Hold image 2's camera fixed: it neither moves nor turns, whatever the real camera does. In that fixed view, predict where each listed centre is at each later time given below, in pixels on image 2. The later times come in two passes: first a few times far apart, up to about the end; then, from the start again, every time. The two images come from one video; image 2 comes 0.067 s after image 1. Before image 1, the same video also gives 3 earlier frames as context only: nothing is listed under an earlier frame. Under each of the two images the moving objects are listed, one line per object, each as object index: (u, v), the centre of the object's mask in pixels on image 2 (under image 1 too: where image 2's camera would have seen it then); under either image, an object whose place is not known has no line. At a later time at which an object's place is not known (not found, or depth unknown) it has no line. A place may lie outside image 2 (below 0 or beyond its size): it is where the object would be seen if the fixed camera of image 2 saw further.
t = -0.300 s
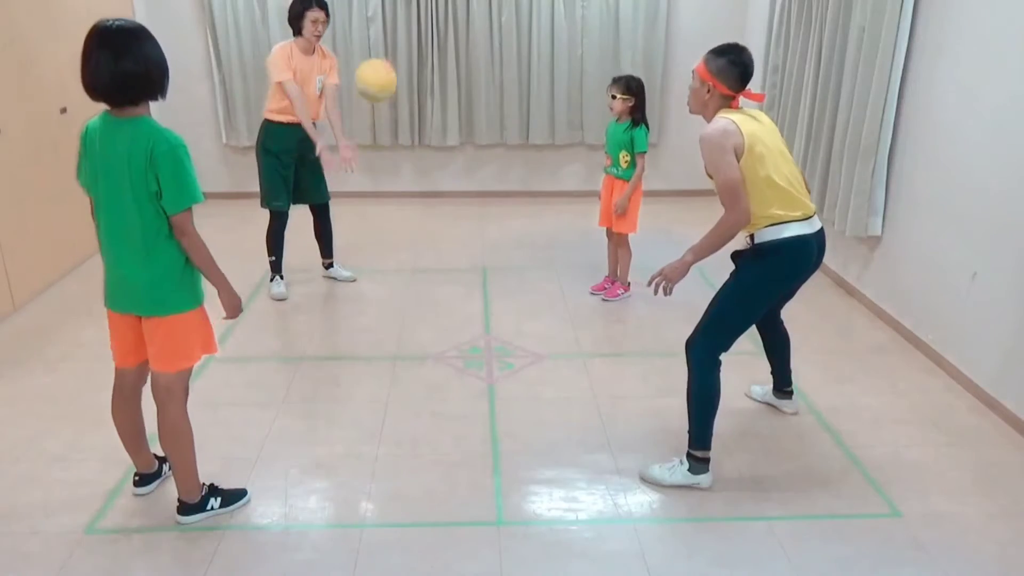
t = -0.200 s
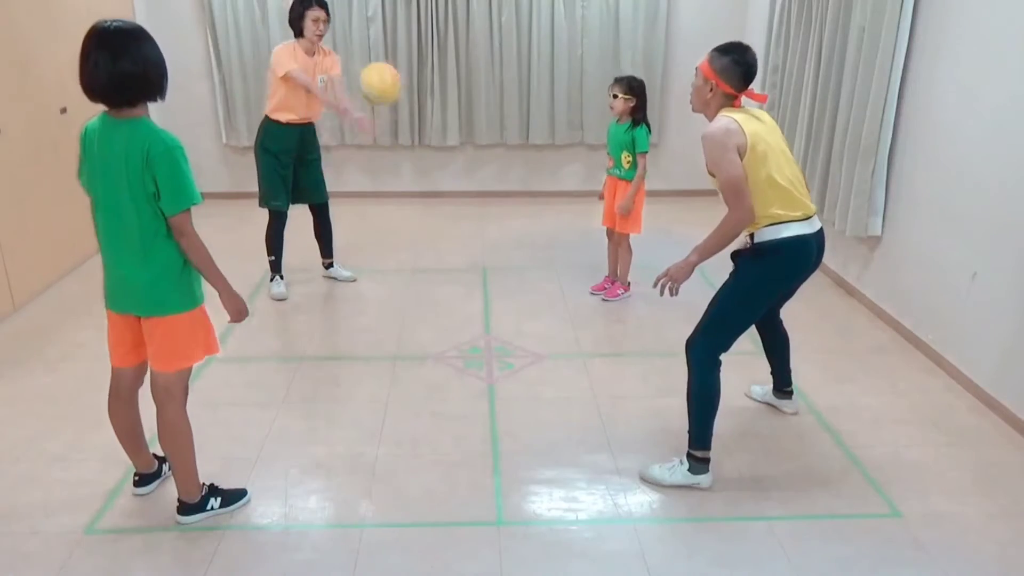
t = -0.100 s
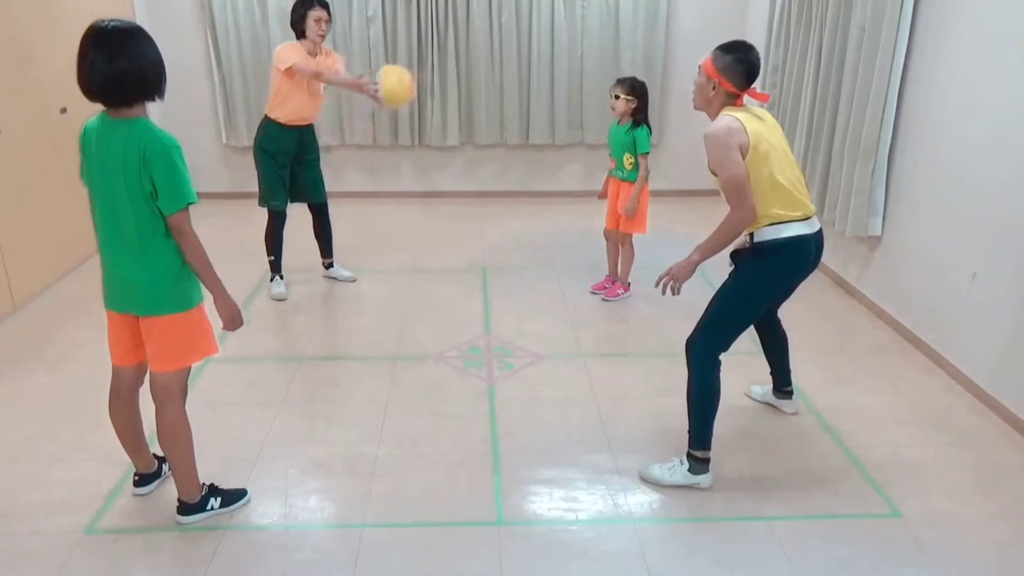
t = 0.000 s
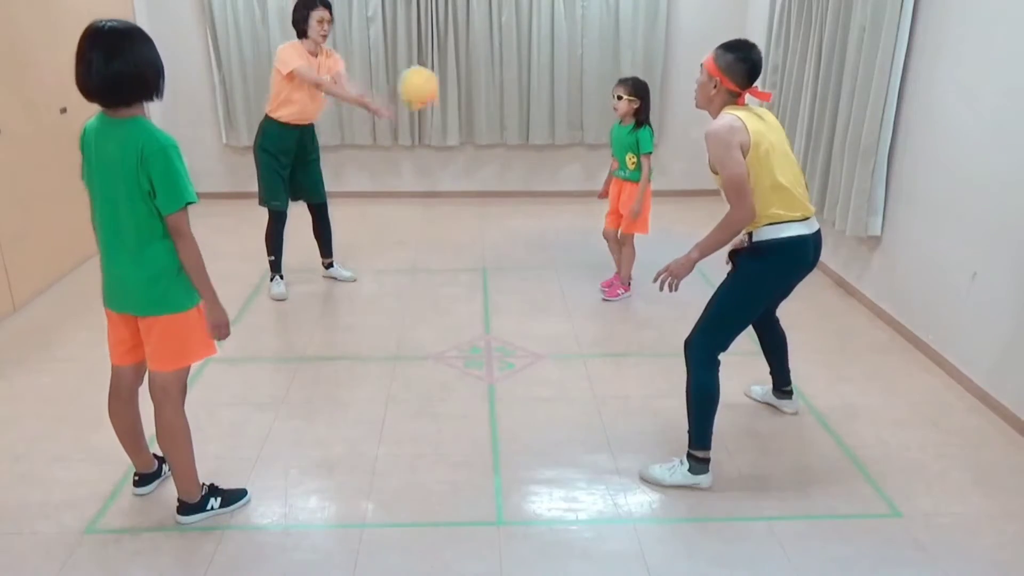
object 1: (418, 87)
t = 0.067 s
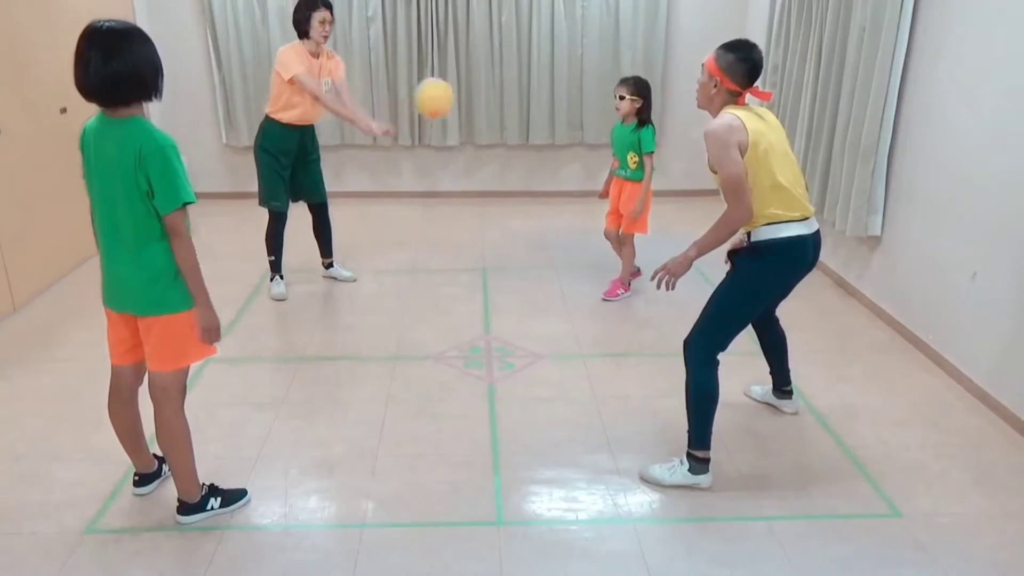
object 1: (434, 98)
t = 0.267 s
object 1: (480, 181)
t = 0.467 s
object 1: (522, 275)
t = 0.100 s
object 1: (442, 108)
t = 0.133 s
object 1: (450, 118)
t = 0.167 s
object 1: (458, 132)
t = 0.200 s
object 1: (465, 146)
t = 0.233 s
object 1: (472, 161)
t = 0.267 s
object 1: (480, 181)
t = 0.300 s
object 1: (488, 200)
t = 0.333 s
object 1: (495, 222)
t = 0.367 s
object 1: (502, 244)
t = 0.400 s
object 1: (510, 269)
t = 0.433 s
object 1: (516, 295)
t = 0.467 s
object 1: (522, 275)
